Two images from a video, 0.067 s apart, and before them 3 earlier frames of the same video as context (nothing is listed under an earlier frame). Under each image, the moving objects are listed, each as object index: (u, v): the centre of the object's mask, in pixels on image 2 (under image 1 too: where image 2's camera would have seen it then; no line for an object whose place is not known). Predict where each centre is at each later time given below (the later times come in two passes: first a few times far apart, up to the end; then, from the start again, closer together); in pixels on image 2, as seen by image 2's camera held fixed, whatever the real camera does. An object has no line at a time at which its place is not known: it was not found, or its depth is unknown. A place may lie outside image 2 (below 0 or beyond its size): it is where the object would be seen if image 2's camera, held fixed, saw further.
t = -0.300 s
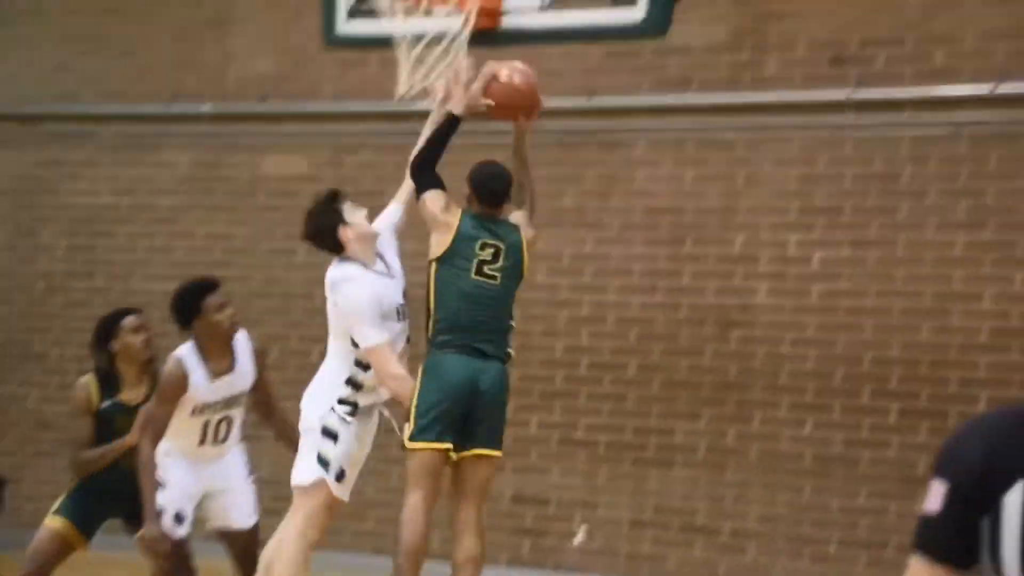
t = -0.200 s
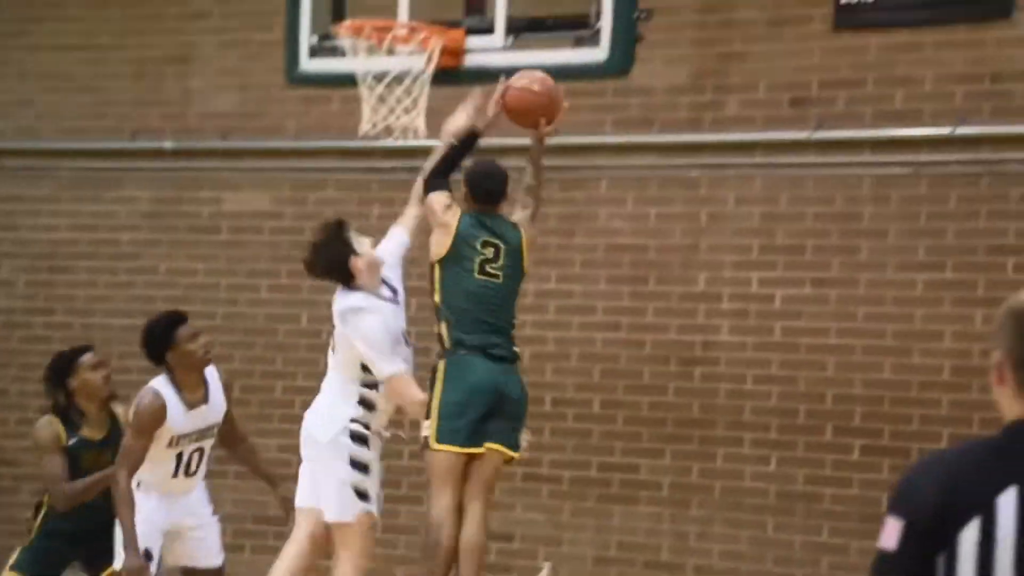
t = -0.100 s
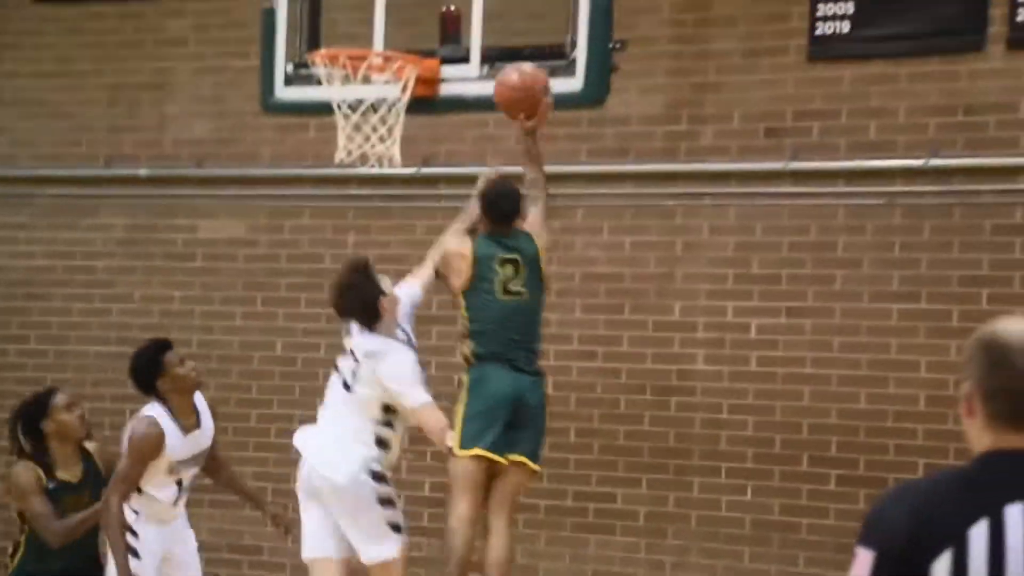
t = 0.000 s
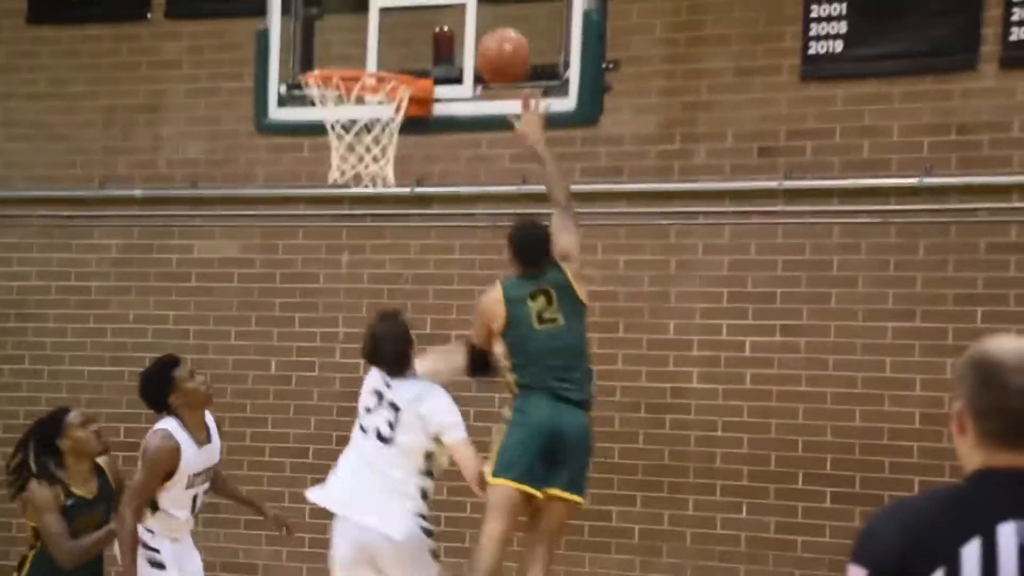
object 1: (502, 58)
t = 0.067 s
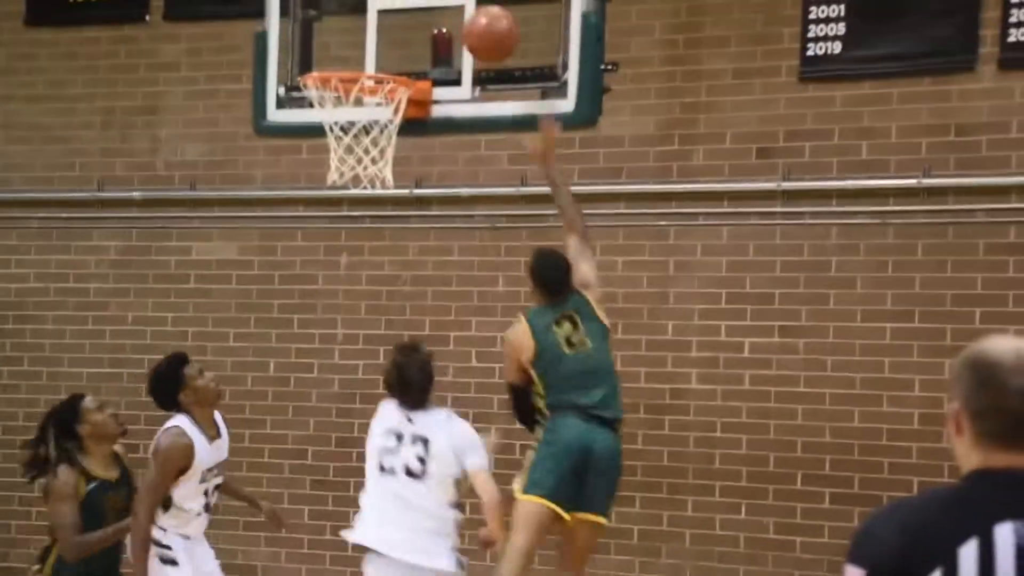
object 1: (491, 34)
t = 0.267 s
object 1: (432, 22)
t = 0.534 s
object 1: (316, 119)
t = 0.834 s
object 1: (347, 216)
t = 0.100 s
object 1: (485, 27)
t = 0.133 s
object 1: (479, 23)
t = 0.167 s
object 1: (474, 21)
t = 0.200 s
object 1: (463, 20)
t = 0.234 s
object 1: (447, 20)
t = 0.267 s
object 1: (432, 22)
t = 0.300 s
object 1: (417, 27)
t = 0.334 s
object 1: (401, 35)
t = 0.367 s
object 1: (387, 45)
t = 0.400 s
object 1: (370, 54)
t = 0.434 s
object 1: (352, 61)
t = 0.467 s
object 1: (337, 97)
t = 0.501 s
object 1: (322, 111)
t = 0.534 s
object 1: (316, 119)
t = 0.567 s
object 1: (317, 123)
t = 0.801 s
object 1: (346, 197)
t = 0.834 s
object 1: (347, 216)
